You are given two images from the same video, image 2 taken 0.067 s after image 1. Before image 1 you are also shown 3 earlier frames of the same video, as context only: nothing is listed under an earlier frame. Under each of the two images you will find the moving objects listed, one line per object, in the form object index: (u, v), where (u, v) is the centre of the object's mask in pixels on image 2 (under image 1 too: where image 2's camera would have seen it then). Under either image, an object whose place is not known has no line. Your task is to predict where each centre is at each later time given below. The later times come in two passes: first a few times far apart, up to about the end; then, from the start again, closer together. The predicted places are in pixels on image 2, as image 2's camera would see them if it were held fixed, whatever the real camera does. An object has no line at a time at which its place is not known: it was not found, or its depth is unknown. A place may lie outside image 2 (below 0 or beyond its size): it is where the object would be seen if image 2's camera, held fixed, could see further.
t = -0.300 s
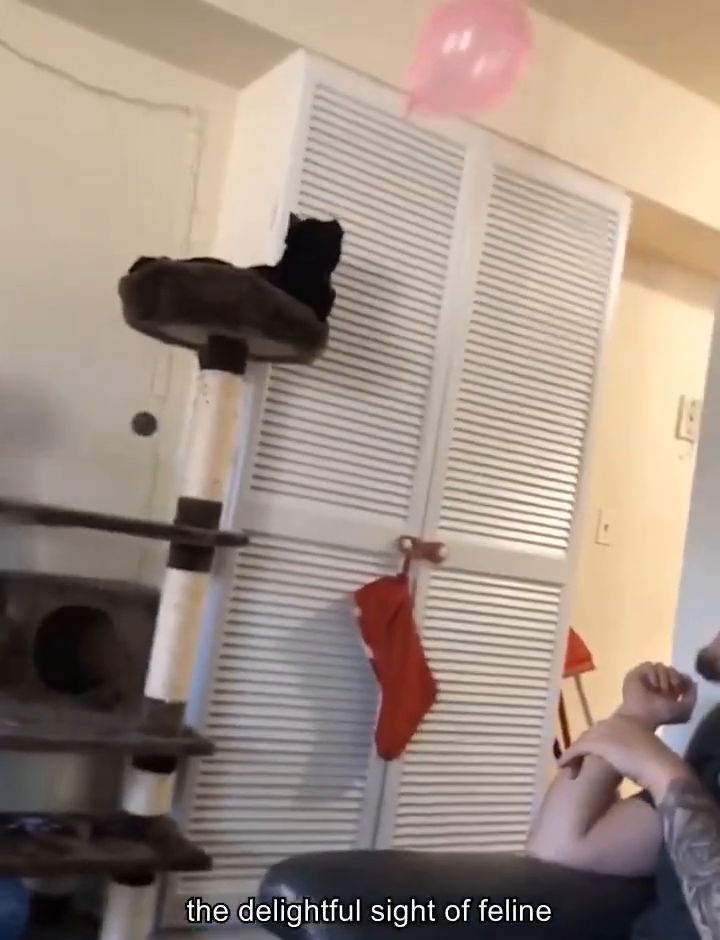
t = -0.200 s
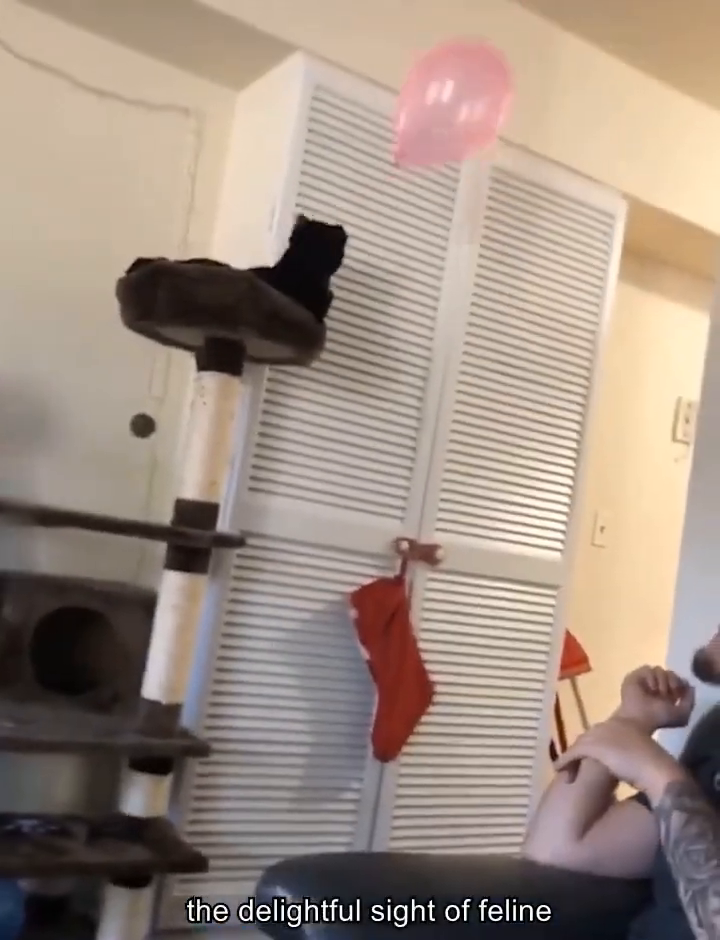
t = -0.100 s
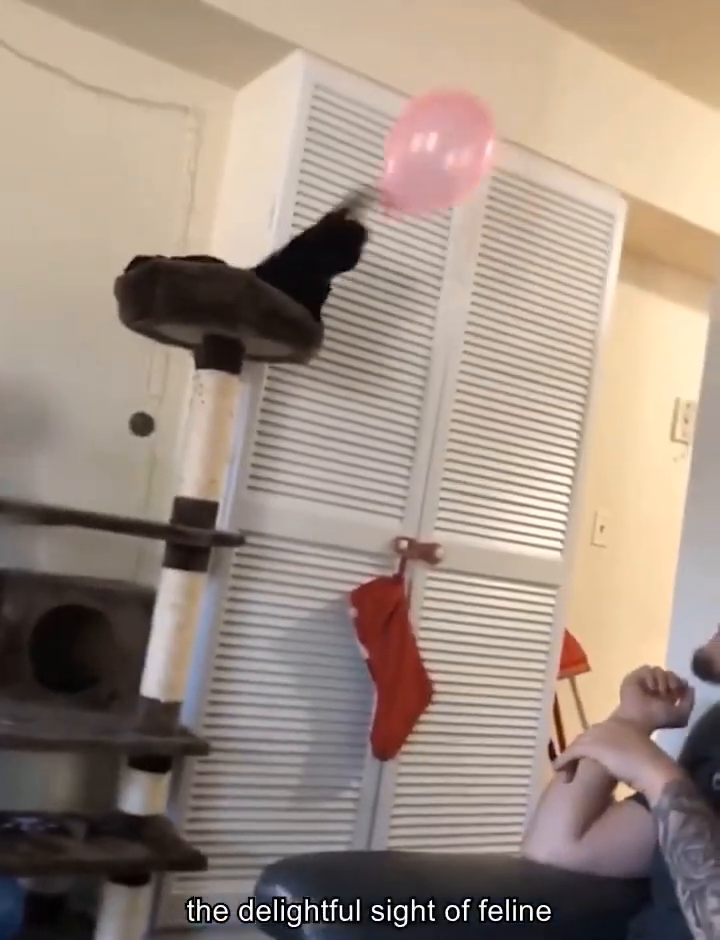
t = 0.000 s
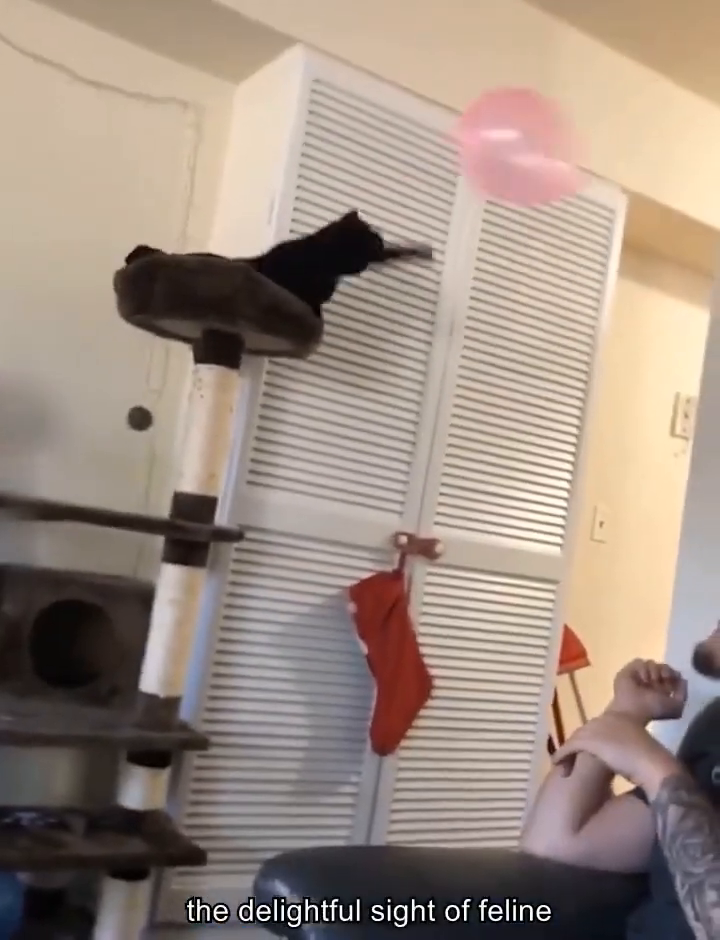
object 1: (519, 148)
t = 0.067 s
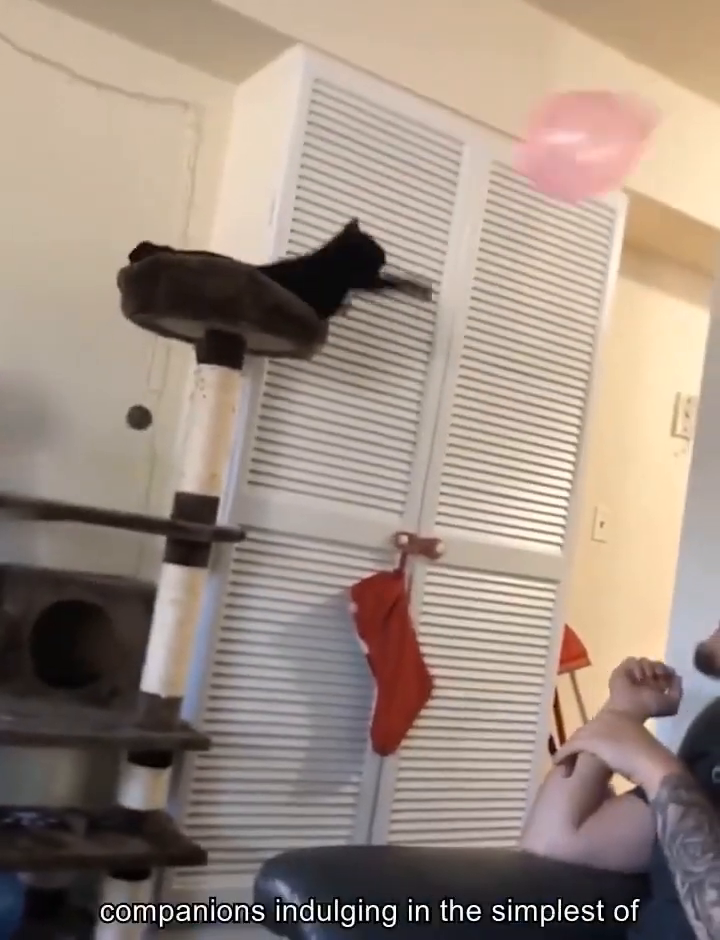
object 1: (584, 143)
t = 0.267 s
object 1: (687, 104)
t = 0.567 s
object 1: (679, 54)
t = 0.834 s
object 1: (637, 71)
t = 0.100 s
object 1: (613, 139)
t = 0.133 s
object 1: (640, 136)
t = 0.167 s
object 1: (665, 132)
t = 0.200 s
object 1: (680, 128)
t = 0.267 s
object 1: (687, 104)
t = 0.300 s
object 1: (686, 93)
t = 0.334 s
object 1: (686, 83)
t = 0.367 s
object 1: (687, 77)
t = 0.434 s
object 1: (697, 68)
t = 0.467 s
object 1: (695, 63)
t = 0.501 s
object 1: (690, 59)
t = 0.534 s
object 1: (684, 55)
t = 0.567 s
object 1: (679, 54)
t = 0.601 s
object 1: (674, 53)
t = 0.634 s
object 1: (670, 54)
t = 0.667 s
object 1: (664, 56)
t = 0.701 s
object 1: (658, 57)
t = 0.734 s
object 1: (654, 60)
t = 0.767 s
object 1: (648, 63)
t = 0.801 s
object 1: (643, 66)
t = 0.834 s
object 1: (637, 71)
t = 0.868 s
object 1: (631, 78)
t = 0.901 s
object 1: (626, 85)
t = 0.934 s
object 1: (620, 95)
